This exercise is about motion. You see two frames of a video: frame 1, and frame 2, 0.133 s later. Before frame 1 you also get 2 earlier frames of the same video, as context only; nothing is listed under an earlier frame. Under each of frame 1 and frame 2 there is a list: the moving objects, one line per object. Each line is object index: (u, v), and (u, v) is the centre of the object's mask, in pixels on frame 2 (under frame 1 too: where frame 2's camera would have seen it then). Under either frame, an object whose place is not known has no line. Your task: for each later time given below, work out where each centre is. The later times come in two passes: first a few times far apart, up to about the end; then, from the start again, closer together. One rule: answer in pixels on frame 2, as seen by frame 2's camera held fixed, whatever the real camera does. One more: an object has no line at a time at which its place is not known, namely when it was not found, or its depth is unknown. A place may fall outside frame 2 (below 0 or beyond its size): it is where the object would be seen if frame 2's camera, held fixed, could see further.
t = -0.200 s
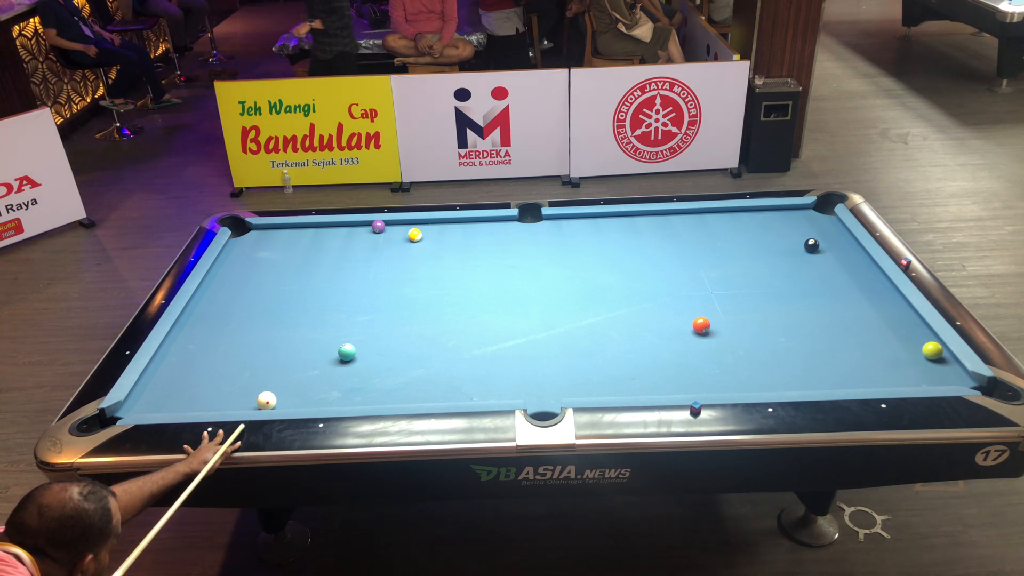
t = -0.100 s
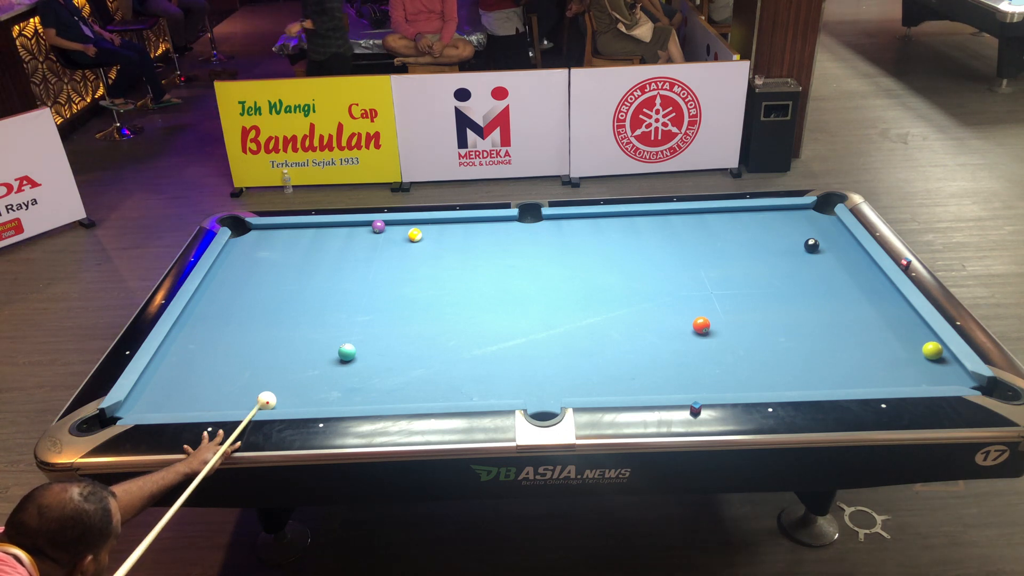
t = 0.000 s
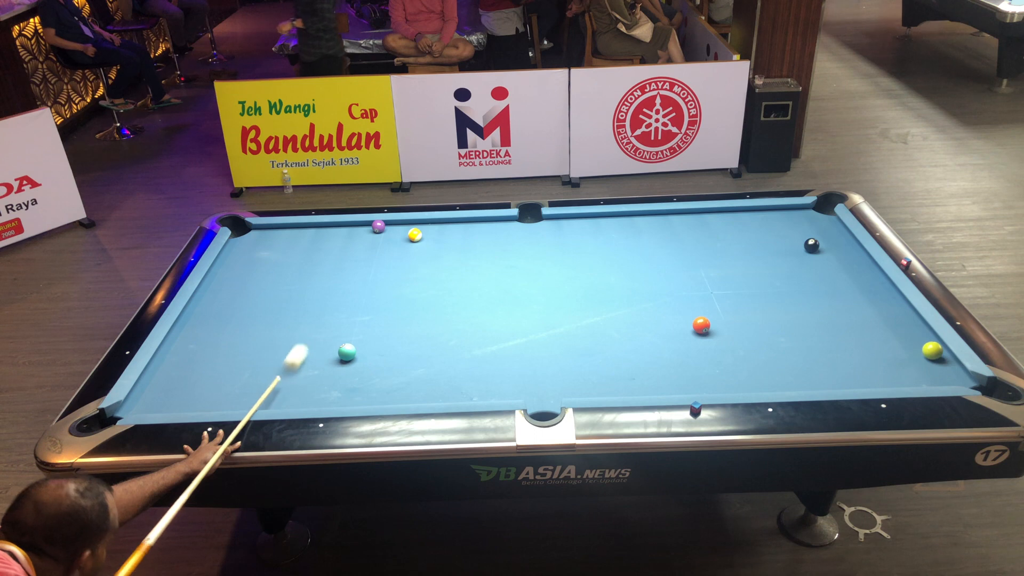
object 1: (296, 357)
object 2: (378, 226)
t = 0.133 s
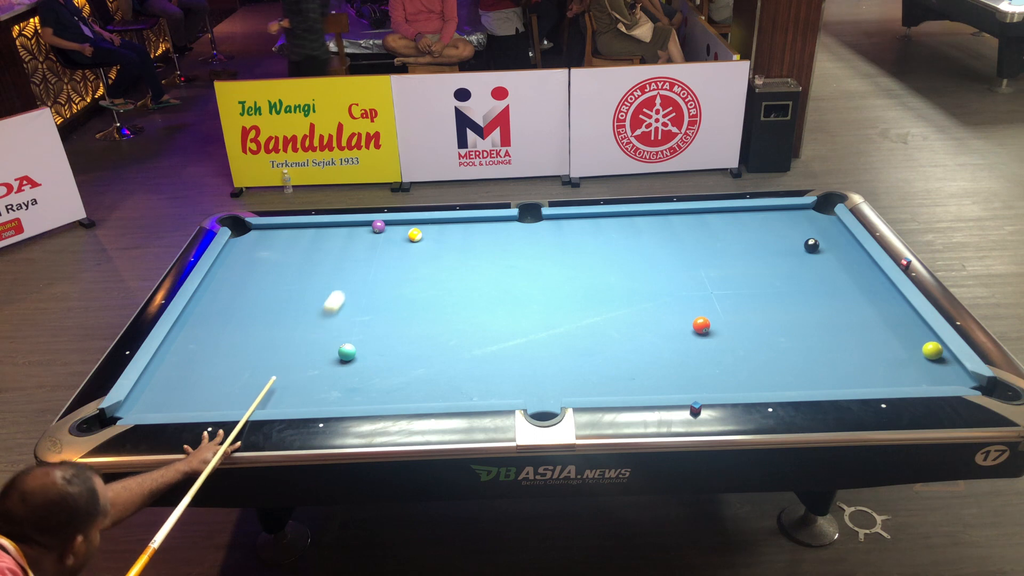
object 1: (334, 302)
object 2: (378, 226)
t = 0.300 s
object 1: (372, 248)
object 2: (378, 226)
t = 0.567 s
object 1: (435, 231)
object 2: (356, 243)
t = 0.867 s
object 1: (492, 239)
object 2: (327, 272)
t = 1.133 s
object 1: (543, 246)
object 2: (298, 299)
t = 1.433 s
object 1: (601, 254)
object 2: (263, 331)
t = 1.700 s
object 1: (654, 261)
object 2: (229, 363)
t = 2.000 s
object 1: (715, 270)
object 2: (188, 401)
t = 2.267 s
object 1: (770, 277)
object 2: (181, 399)
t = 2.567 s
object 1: (832, 286)
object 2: (185, 383)
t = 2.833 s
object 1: (887, 294)
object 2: (188, 370)
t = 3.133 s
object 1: (878, 306)
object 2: (192, 358)
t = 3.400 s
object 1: (862, 316)
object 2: (194, 349)
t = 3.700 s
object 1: (844, 328)
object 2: (196, 340)
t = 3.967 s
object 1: (828, 338)
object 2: (197, 333)
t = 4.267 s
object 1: (812, 348)
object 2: (199, 327)
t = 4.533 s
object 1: (799, 358)
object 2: (200, 323)
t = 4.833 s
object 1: (785, 367)
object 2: (201, 319)
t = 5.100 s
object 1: (773, 374)
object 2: (202, 316)
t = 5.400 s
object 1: (761, 382)
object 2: (204, 314)
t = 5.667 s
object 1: (751, 386)
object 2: (204, 314)
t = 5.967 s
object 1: (743, 386)
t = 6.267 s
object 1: (736, 385)
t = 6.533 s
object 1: (733, 385)
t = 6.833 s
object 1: (731, 384)
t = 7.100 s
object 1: (731, 383)
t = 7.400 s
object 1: (731, 382)
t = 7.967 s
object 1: (730, 382)
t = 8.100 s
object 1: (730, 382)
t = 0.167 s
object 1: (343, 290)
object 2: (378, 226)
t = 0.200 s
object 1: (351, 278)
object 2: (378, 226)
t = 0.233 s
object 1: (358, 268)
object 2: (378, 226)
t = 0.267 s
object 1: (365, 257)
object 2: (378, 226)
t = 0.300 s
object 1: (372, 248)
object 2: (378, 226)
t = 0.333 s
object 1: (378, 238)
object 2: (378, 225)
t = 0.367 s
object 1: (386, 230)
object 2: (376, 224)
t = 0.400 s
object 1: (397, 227)
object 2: (373, 227)
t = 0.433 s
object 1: (407, 224)
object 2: (369, 231)
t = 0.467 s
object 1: (414, 224)
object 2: (366, 234)
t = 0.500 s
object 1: (422, 226)
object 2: (362, 238)
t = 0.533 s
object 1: (428, 229)
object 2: (359, 240)
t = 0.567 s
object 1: (435, 231)
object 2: (356, 243)
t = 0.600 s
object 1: (441, 232)
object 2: (353, 247)
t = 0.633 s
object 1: (448, 233)
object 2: (350, 249)
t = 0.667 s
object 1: (454, 234)
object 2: (347, 253)
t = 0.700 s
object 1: (460, 235)
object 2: (343, 256)
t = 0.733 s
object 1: (466, 235)
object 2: (340, 259)
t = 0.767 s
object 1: (473, 236)
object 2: (337, 262)
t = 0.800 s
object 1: (479, 237)
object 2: (334, 265)
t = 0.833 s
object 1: (485, 238)
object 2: (330, 269)
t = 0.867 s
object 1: (492, 239)
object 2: (327, 272)
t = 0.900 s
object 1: (498, 240)
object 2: (323, 275)
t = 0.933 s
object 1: (504, 240)
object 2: (320, 278)
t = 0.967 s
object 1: (511, 242)
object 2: (316, 282)
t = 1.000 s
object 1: (517, 242)
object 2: (313, 285)
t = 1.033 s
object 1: (524, 243)
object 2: (309, 289)
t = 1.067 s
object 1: (530, 244)
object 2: (306, 291)
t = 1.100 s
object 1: (537, 245)
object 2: (302, 295)
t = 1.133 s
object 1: (543, 246)
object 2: (298, 299)
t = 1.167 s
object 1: (549, 247)
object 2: (294, 302)
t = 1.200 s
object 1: (556, 248)
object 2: (291, 306)
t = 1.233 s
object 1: (562, 248)
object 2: (287, 309)
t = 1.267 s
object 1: (569, 249)
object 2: (283, 313)
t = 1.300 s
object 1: (575, 250)
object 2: (279, 316)
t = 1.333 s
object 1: (582, 251)
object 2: (275, 320)
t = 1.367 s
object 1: (588, 252)
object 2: (271, 324)
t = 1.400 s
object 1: (595, 253)
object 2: (267, 328)
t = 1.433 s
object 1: (601, 254)
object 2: (263, 331)
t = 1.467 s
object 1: (608, 254)
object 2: (259, 336)
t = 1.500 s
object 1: (615, 255)
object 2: (255, 339)
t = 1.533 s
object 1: (621, 256)
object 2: (251, 343)
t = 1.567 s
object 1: (628, 257)
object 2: (246, 347)
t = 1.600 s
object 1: (634, 258)
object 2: (242, 351)
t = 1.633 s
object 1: (641, 259)
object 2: (238, 355)
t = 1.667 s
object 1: (647, 260)
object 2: (234, 359)
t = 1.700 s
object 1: (654, 261)
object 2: (229, 363)
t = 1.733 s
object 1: (661, 262)
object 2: (225, 367)
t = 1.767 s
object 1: (668, 263)
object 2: (220, 371)
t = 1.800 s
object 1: (674, 264)
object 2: (216, 375)
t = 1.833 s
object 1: (681, 265)
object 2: (211, 380)
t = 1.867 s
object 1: (688, 266)
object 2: (207, 384)
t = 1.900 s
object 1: (695, 267)
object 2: (202, 388)
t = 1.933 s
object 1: (701, 268)
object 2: (197, 393)
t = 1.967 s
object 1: (708, 269)
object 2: (193, 397)
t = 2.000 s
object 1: (715, 270)
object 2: (188, 401)
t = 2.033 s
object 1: (722, 271)
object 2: (184, 405)
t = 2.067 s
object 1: (729, 272)
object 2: (179, 407)
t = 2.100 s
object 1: (736, 273)
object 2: (179, 406)
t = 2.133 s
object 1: (743, 273)
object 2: (179, 405)
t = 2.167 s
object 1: (749, 274)
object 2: (180, 404)
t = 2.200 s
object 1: (756, 275)
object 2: (180, 402)
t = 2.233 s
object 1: (763, 276)
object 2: (181, 401)
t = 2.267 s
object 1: (770, 277)
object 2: (181, 399)
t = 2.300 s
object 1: (777, 278)
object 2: (182, 397)
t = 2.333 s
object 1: (784, 279)
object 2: (182, 395)
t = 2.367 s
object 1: (791, 280)
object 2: (183, 393)
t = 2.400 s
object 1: (797, 281)
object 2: (183, 391)
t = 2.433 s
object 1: (804, 282)
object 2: (184, 389)
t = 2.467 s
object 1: (811, 283)
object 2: (184, 388)
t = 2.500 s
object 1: (818, 284)
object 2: (185, 386)
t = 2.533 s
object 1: (825, 285)
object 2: (185, 384)
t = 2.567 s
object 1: (832, 286)
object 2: (185, 383)
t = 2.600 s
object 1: (839, 287)
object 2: (186, 381)
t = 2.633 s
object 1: (846, 288)
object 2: (186, 379)
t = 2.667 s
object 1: (852, 289)
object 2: (187, 378)
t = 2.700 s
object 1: (860, 290)
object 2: (187, 376)
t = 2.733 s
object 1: (866, 291)
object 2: (187, 375)
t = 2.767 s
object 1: (873, 292)
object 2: (188, 373)
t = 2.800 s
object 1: (880, 293)
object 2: (188, 372)
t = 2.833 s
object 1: (887, 294)
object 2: (188, 370)
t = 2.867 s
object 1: (893, 295)
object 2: (189, 369)
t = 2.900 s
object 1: (893, 296)
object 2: (189, 367)
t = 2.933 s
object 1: (891, 298)
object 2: (190, 366)
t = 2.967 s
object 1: (888, 299)
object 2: (190, 365)
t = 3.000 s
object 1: (886, 300)
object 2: (190, 363)
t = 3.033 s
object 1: (884, 302)
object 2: (191, 362)
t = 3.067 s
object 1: (882, 303)
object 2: (191, 360)
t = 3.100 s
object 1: (880, 304)
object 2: (191, 359)
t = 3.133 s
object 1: (878, 306)
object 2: (192, 358)
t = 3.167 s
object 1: (876, 307)
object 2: (192, 357)
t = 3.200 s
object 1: (874, 308)
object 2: (192, 356)
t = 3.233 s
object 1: (872, 310)
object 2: (192, 354)
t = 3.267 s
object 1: (870, 311)
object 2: (193, 353)
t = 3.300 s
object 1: (868, 312)
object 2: (193, 352)
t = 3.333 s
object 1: (866, 313)
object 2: (193, 351)
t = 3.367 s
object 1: (863, 315)
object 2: (194, 350)
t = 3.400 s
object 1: (862, 316)
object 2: (194, 349)
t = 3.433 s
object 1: (860, 317)
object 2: (194, 348)
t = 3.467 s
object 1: (857, 319)
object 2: (194, 346)
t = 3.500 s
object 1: (855, 320)
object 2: (195, 346)
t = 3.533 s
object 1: (853, 321)
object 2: (195, 345)
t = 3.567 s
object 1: (851, 323)
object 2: (195, 343)
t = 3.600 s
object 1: (850, 324)
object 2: (195, 342)
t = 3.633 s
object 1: (847, 325)
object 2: (195, 342)
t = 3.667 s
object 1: (846, 326)
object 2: (195, 341)
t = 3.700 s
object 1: (844, 328)
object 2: (196, 340)
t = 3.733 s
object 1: (842, 329)
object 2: (196, 339)
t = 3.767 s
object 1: (840, 330)
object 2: (196, 338)
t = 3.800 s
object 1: (838, 331)
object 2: (196, 337)
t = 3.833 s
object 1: (836, 333)
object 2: (197, 336)
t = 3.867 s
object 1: (834, 334)
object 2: (197, 335)
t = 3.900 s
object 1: (832, 335)
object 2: (197, 335)
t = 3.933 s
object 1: (830, 337)
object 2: (197, 334)
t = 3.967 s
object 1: (828, 338)
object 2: (197, 333)
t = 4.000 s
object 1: (826, 339)
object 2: (198, 332)
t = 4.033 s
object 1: (825, 340)
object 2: (198, 332)
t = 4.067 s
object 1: (823, 341)
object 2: (198, 331)
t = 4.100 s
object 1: (821, 342)
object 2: (198, 330)
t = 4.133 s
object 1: (819, 344)
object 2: (198, 330)
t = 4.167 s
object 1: (818, 345)
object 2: (198, 329)
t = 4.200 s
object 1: (816, 346)
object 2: (199, 328)
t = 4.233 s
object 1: (814, 347)
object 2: (199, 328)
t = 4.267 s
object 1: (812, 348)
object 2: (199, 327)
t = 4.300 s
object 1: (811, 349)
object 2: (199, 326)
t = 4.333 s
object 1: (809, 351)
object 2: (199, 326)
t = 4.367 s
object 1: (807, 352)
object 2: (199, 325)
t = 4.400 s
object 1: (805, 353)
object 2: (199, 325)
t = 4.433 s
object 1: (804, 354)
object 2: (200, 324)
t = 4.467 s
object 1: (802, 355)
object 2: (200, 323)
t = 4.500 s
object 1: (800, 356)
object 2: (200, 323)
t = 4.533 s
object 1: (799, 358)
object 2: (200, 323)
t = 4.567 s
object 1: (797, 358)
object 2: (200, 322)
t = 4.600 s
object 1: (795, 360)
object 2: (200, 322)
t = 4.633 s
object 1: (794, 361)
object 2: (200, 321)
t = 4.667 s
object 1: (792, 362)
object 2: (201, 321)
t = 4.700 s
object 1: (791, 363)
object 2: (201, 320)
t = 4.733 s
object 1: (789, 364)
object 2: (201, 320)
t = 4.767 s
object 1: (788, 365)
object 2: (201, 319)
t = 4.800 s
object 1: (786, 366)
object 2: (201, 319)
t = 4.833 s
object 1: (785, 367)
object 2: (201, 319)
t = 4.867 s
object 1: (783, 368)
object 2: (201, 318)
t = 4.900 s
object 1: (782, 369)
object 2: (201, 318)
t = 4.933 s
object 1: (780, 369)
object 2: (202, 318)
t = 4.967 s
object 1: (779, 371)
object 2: (202, 317)
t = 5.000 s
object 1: (777, 372)
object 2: (202, 317)
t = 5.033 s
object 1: (776, 372)
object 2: (202, 317)
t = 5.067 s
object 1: (774, 373)
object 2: (202, 316)
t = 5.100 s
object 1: (773, 374)
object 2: (202, 316)
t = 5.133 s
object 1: (772, 375)
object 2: (202, 316)
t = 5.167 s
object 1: (770, 376)
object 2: (202, 316)
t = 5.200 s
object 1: (769, 377)
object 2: (203, 315)
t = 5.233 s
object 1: (768, 378)
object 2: (203, 315)
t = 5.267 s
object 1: (766, 378)
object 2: (203, 315)
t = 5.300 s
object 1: (765, 379)
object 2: (203, 315)
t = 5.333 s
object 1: (763, 380)
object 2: (203, 314)
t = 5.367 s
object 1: (762, 381)
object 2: (203, 314)
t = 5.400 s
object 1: (761, 382)
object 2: (204, 314)
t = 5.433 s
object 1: (760, 382)
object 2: (204, 314)
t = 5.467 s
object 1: (758, 383)
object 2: (204, 314)
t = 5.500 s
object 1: (757, 383)
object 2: (204, 314)
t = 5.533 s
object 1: (756, 384)
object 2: (204, 314)
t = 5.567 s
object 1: (755, 384)
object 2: (204, 314)
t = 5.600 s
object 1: (754, 385)
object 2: (204, 314)
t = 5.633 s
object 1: (753, 385)
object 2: (204, 314)
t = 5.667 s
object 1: (751, 386)
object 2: (204, 314)
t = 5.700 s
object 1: (750, 386)
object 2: (204, 313)
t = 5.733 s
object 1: (749, 386)
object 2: (204, 313)
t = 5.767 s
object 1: (748, 387)
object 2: (204, 313)
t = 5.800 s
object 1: (747, 387)
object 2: (204, 313)
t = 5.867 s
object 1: (745, 387)
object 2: (204, 313)
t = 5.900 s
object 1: (744, 386)
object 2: (204, 313)
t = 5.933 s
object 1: (744, 386)
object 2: (204, 313)
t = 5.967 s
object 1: (743, 386)
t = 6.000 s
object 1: (742, 386)
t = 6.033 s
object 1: (741, 386)
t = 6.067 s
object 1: (740, 386)
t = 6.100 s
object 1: (740, 386)
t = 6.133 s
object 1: (739, 386)
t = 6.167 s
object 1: (738, 385)
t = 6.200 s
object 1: (737, 385)
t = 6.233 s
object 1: (737, 385)
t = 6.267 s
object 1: (736, 385)
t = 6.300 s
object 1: (736, 385)
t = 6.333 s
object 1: (735, 385)
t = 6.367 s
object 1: (735, 385)
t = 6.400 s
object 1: (735, 385)
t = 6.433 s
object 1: (734, 385)
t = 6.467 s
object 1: (734, 385)
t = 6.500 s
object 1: (733, 385)
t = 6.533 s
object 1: (733, 385)
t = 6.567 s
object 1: (732, 384)
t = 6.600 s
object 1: (732, 384)
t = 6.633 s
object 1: (732, 384)
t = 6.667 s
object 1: (732, 384)
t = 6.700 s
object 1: (732, 384)
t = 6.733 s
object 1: (732, 384)
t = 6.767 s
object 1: (731, 384)
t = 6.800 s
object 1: (731, 384)
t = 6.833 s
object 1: (731, 384)
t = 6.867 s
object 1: (731, 383)
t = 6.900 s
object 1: (731, 383)
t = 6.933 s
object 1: (731, 383)
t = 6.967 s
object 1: (731, 383)
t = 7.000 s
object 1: (731, 383)
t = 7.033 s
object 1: (731, 383)
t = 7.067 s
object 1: (731, 383)
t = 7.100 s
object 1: (731, 383)
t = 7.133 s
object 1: (731, 383)
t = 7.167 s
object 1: (731, 382)
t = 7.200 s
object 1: (731, 382)
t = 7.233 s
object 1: (731, 382)
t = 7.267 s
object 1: (731, 382)
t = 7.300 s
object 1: (731, 382)
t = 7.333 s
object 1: (731, 382)
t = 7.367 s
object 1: (731, 382)
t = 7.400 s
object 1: (731, 382)
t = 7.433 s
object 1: (731, 382)
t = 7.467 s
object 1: (731, 382)
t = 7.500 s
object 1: (731, 382)
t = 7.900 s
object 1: (730, 382)
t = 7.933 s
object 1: (730, 382)
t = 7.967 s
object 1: (730, 382)
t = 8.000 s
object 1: (730, 382)
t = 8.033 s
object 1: (730, 382)
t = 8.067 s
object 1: (730, 382)
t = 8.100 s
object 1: (730, 382)
